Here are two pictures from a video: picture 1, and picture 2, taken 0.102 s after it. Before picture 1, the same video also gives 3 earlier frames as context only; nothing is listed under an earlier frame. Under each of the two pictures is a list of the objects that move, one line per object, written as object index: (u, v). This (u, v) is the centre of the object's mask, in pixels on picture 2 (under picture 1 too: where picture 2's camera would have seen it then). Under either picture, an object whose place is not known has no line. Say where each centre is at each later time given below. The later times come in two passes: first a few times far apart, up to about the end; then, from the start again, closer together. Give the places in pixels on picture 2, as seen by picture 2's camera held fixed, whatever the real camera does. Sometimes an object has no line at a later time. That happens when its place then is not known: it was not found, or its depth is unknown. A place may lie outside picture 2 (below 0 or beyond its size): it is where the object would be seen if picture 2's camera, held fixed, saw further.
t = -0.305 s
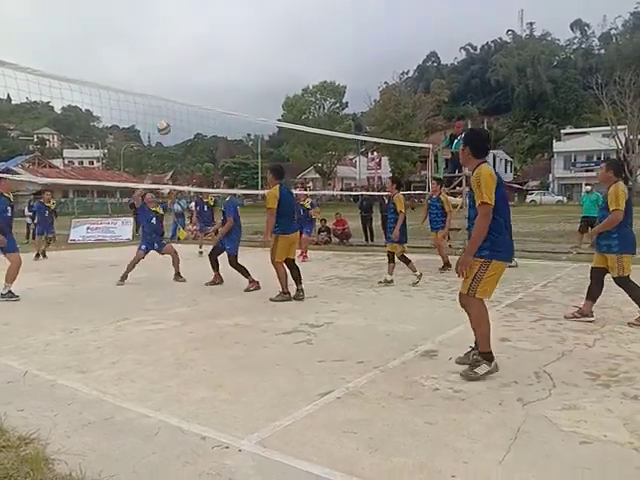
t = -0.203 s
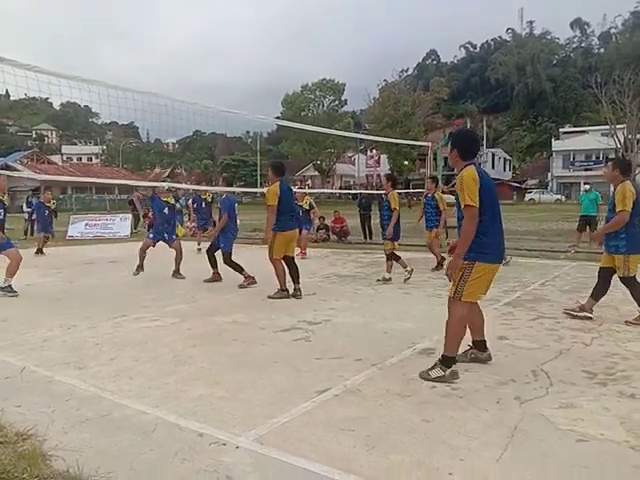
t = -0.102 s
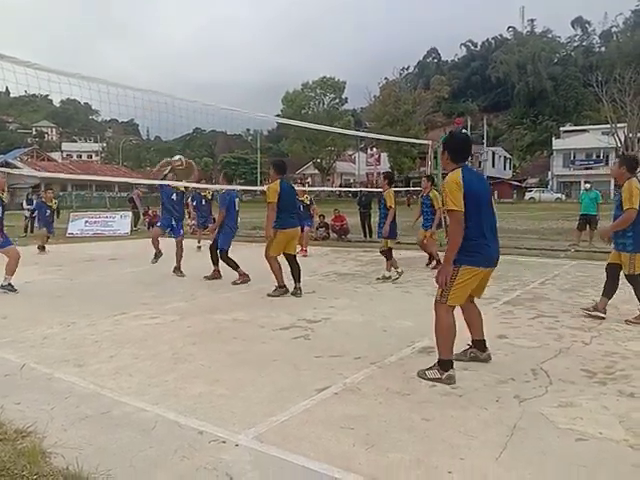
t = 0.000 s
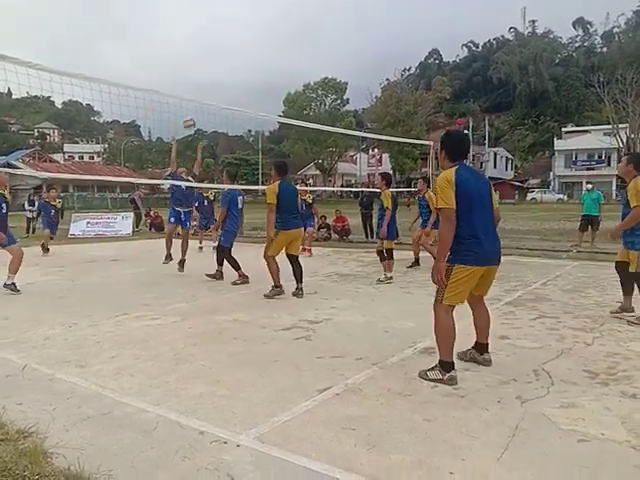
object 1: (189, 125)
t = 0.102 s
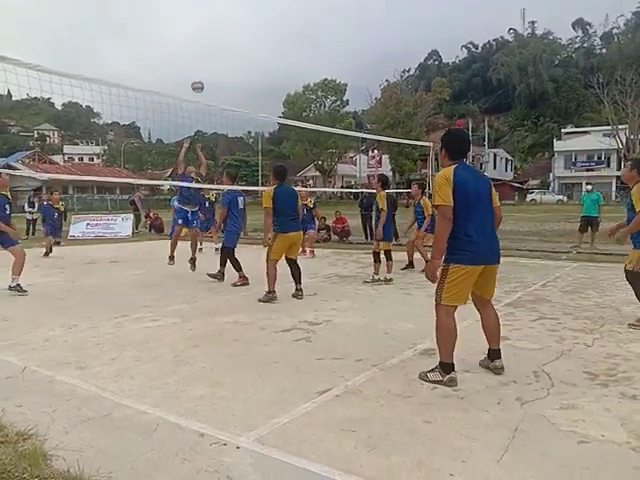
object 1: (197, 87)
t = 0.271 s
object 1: (210, 40)
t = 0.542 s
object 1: (230, 6)
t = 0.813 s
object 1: (250, 17)
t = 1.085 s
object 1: (268, 64)
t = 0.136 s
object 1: (199, 75)
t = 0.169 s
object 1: (202, 65)
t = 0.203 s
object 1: (205, 56)
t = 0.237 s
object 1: (208, 47)
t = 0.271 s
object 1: (210, 40)
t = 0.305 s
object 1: (213, 33)
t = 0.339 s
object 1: (215, 27)
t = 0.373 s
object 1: (218, 22)
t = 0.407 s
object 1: (221, 17)
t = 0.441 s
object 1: (223, 14)
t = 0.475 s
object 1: (226, 10)
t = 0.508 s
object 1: (228, 8)
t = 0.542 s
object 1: (230, 6)
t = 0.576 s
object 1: (233, 5)
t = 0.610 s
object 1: (235, 6)
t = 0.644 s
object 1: (238, 6)
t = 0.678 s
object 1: (240, 7)
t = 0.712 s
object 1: (242, 9)
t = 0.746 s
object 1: (245, 11)
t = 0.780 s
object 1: (247, 14)
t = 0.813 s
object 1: (250, 17)
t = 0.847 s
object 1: (252, 21)
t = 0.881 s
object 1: (254, 26)
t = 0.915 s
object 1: (256, 31)
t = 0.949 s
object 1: (259, 37)
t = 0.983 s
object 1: (261, 43)
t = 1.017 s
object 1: (263, 50)
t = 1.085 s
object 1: (268, 64)
